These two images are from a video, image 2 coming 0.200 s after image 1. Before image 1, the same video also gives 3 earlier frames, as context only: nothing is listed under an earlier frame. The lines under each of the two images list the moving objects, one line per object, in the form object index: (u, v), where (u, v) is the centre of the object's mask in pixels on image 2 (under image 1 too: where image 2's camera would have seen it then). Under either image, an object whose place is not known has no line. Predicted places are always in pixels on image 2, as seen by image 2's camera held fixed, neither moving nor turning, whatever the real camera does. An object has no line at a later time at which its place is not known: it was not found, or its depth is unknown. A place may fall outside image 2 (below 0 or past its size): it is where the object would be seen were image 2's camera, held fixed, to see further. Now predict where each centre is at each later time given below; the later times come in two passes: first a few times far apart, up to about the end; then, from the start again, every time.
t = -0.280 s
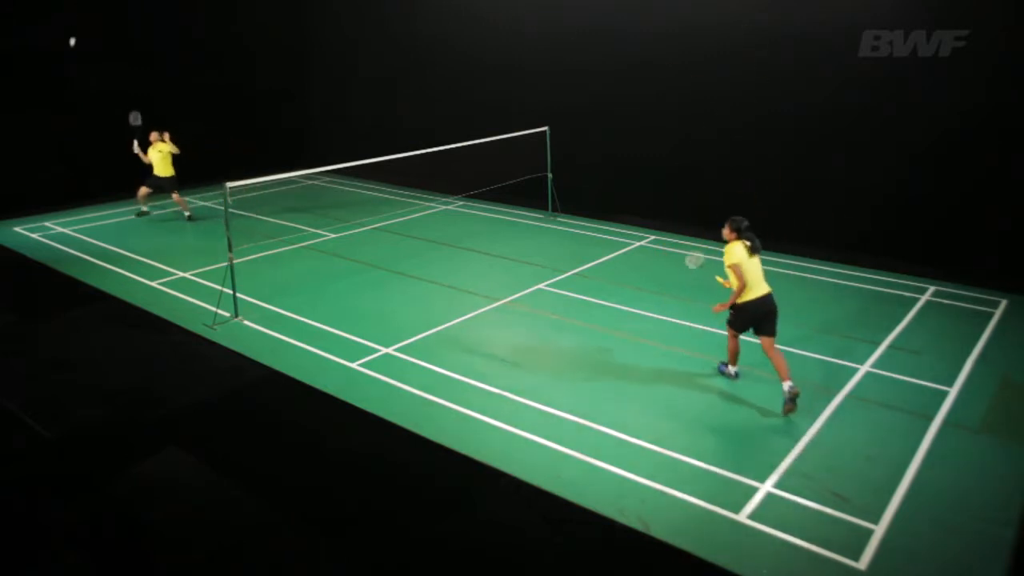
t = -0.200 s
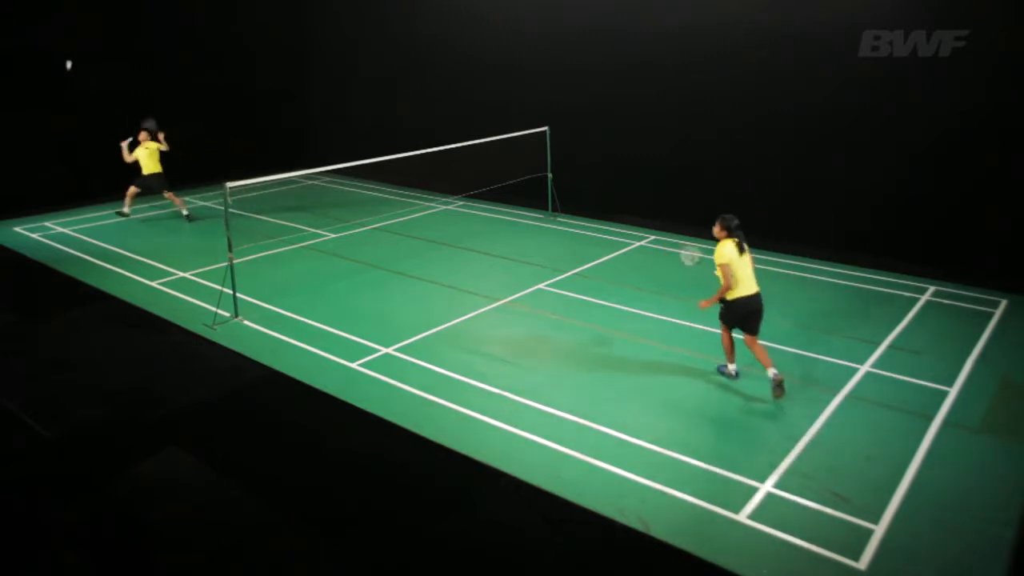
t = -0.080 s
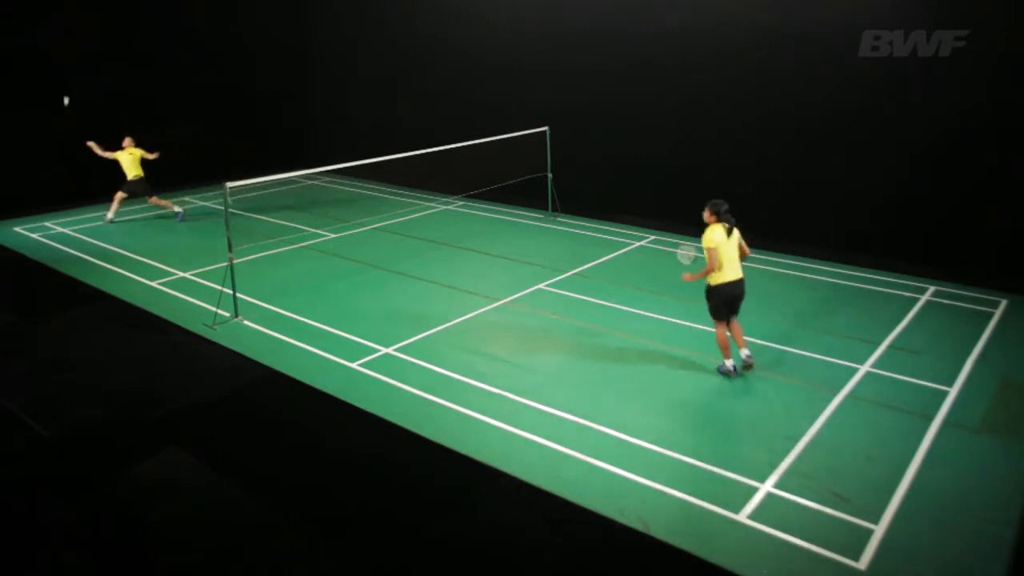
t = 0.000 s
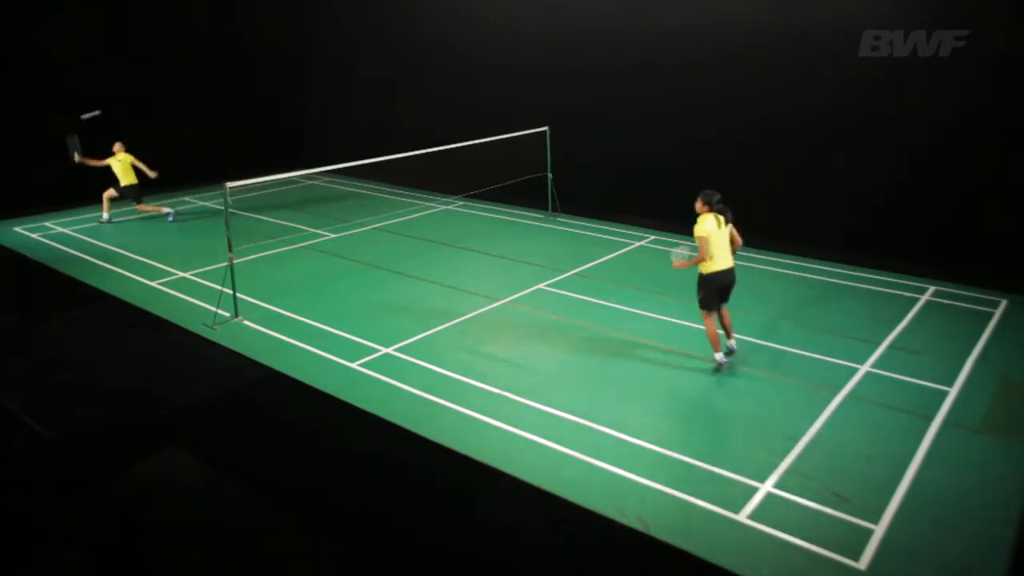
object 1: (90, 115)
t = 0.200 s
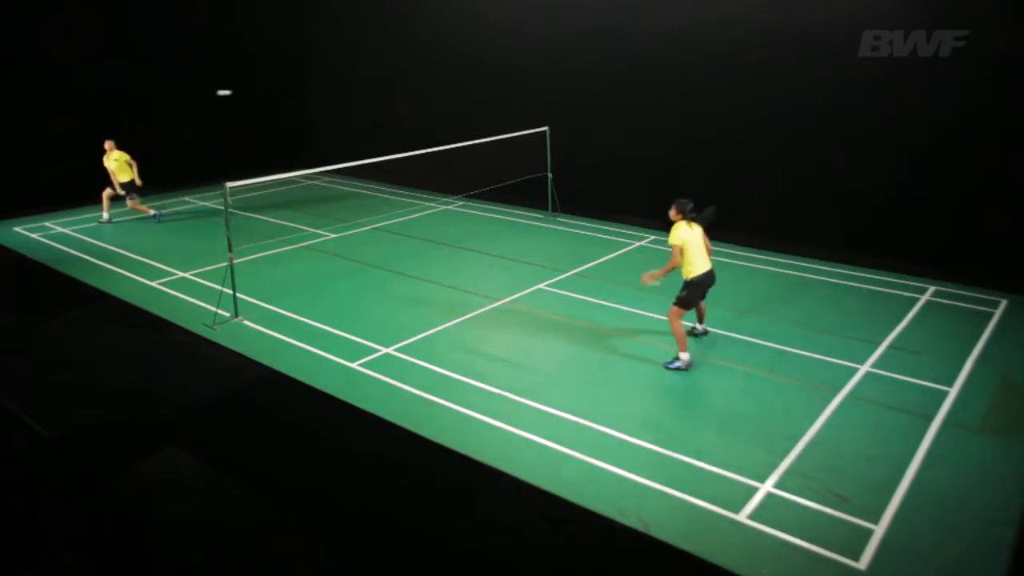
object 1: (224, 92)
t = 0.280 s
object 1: (266, 94)
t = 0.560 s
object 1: (391, 135)
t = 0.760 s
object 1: (464, 200)
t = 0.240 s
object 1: (245, 92)
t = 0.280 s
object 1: (266, 94)
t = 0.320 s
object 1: (285, 96)
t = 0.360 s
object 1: (304, 100)
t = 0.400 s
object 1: (323, 104)
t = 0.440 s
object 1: (341, 111)
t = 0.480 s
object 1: (358, 118)
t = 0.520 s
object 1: (375, 126)
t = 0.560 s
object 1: (391, 135)
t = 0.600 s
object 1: (406, 146)
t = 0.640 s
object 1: (422, 158)
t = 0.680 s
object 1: (437, 171)
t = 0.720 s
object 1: (451, 185)
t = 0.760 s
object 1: (464, 200)
